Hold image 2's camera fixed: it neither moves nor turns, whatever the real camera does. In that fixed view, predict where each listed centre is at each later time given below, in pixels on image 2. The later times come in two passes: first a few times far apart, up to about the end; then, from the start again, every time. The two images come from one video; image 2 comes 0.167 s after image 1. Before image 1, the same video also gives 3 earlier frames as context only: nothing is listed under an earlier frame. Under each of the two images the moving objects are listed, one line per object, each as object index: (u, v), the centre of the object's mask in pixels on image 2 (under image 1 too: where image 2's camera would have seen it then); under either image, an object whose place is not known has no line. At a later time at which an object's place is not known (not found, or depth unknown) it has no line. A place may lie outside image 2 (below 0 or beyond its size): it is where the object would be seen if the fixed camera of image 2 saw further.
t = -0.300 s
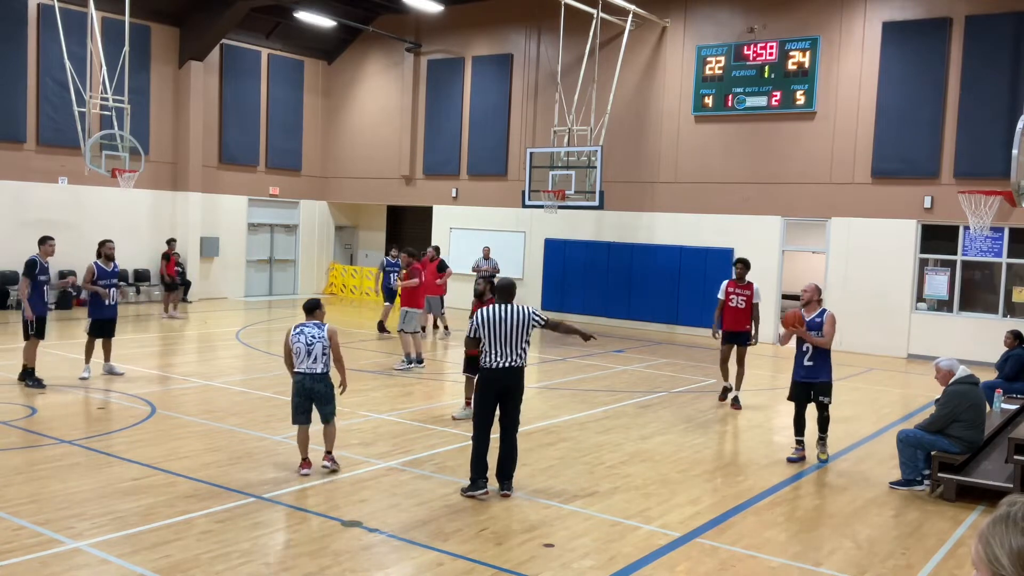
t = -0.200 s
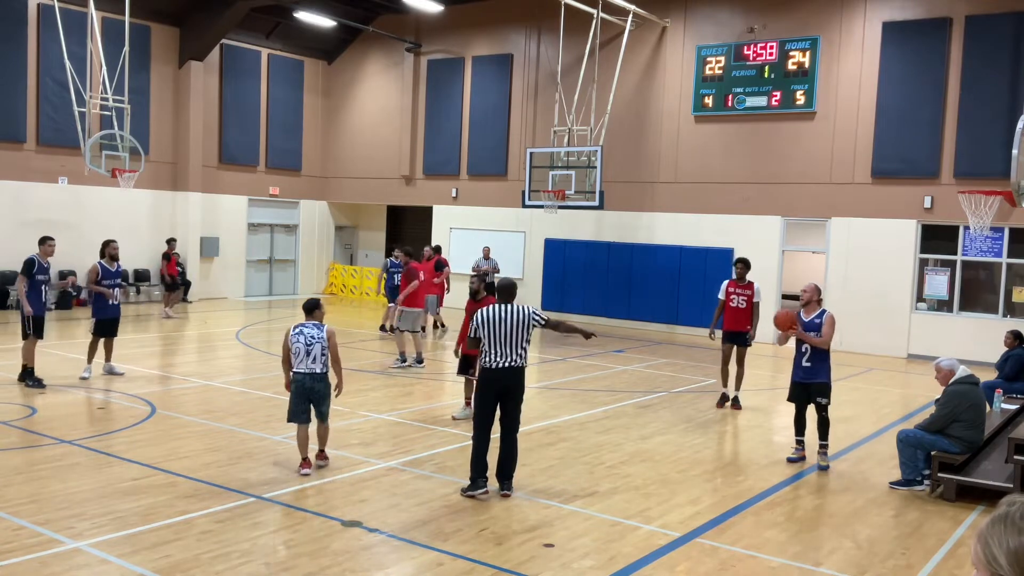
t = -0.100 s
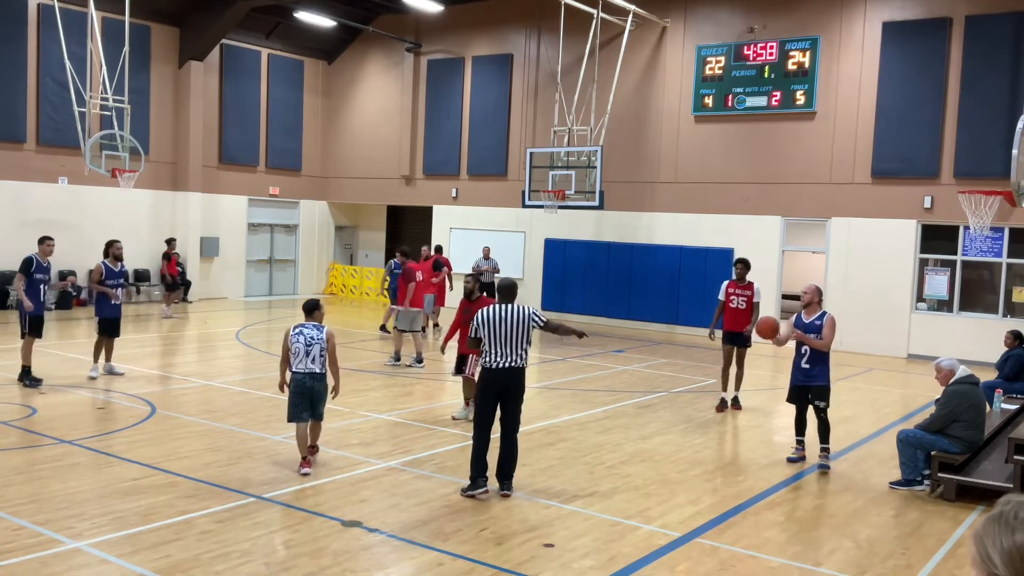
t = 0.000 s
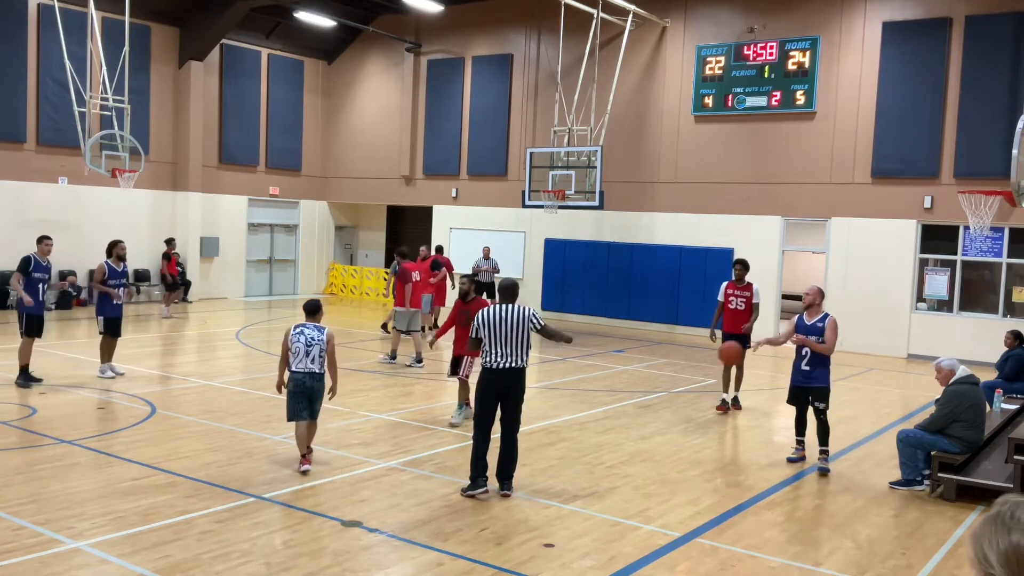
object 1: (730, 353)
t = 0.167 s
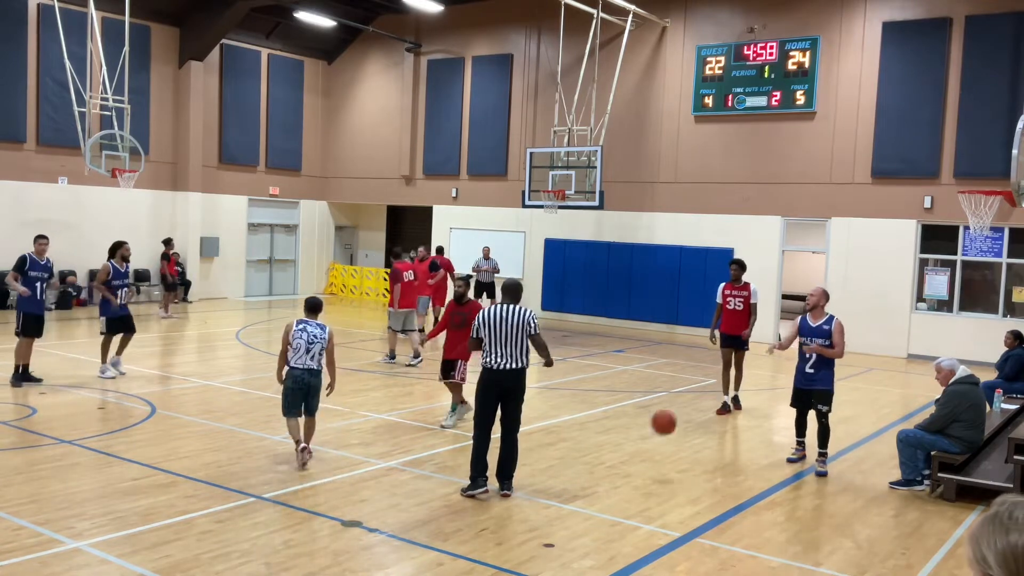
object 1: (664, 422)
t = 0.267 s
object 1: (628, 454)
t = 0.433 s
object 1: (596, 395)
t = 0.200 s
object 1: (650, 440)
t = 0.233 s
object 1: (636, 459)
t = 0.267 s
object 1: (628, 454)
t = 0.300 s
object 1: (622, 440)
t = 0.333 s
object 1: (616, 427)
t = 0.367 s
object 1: (609, 416)
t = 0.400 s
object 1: (603, 405)
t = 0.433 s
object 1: (596, 395)
